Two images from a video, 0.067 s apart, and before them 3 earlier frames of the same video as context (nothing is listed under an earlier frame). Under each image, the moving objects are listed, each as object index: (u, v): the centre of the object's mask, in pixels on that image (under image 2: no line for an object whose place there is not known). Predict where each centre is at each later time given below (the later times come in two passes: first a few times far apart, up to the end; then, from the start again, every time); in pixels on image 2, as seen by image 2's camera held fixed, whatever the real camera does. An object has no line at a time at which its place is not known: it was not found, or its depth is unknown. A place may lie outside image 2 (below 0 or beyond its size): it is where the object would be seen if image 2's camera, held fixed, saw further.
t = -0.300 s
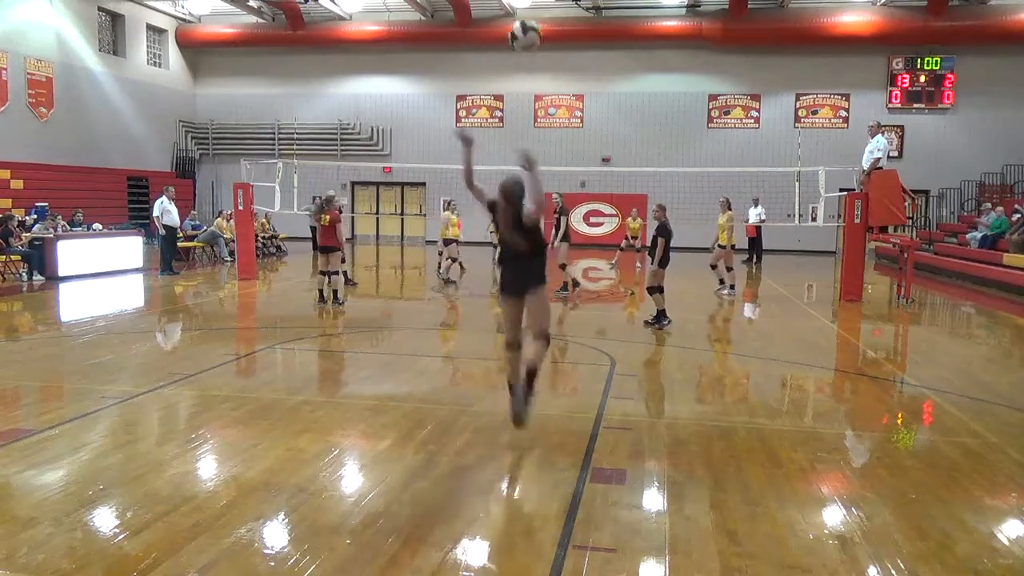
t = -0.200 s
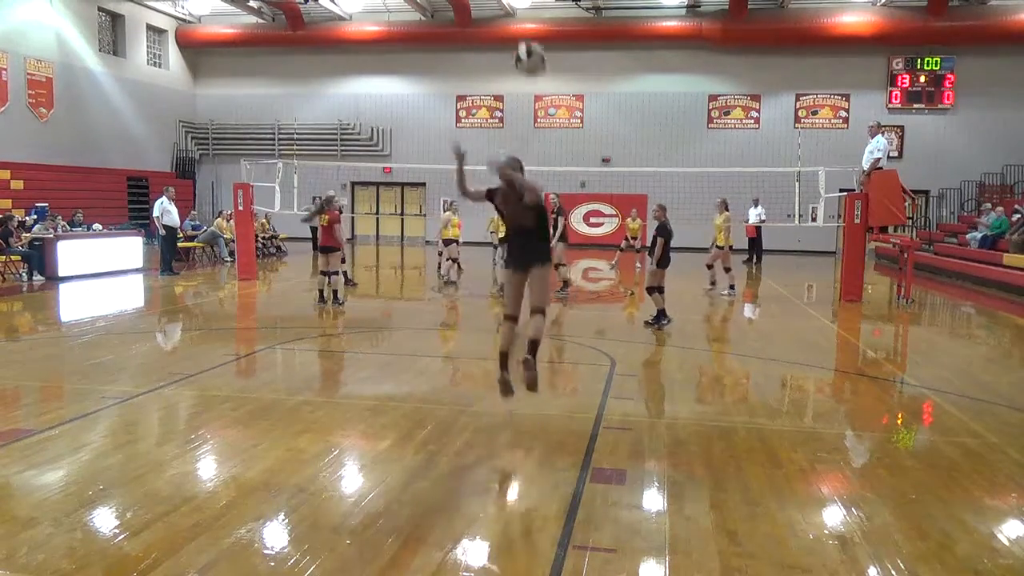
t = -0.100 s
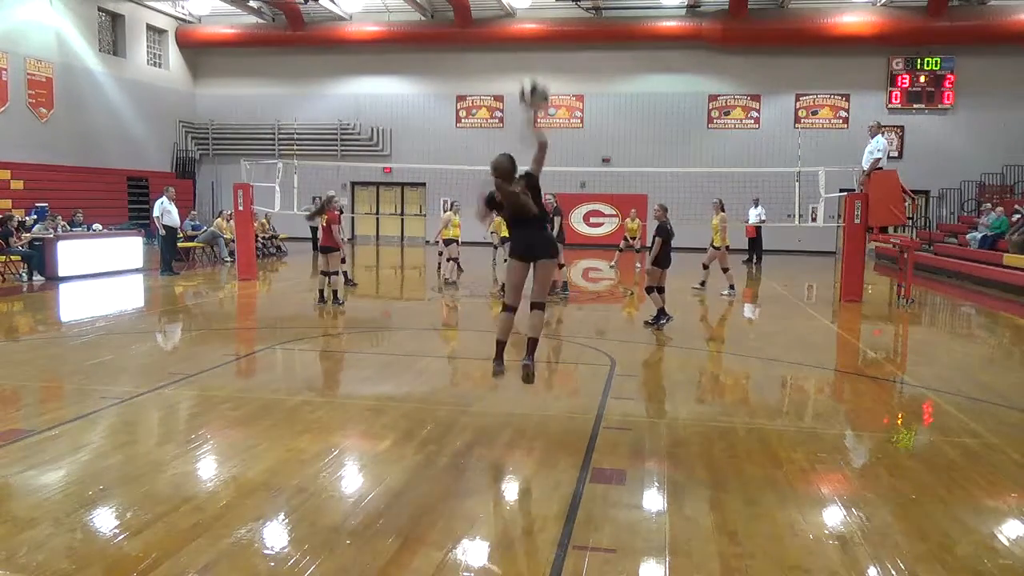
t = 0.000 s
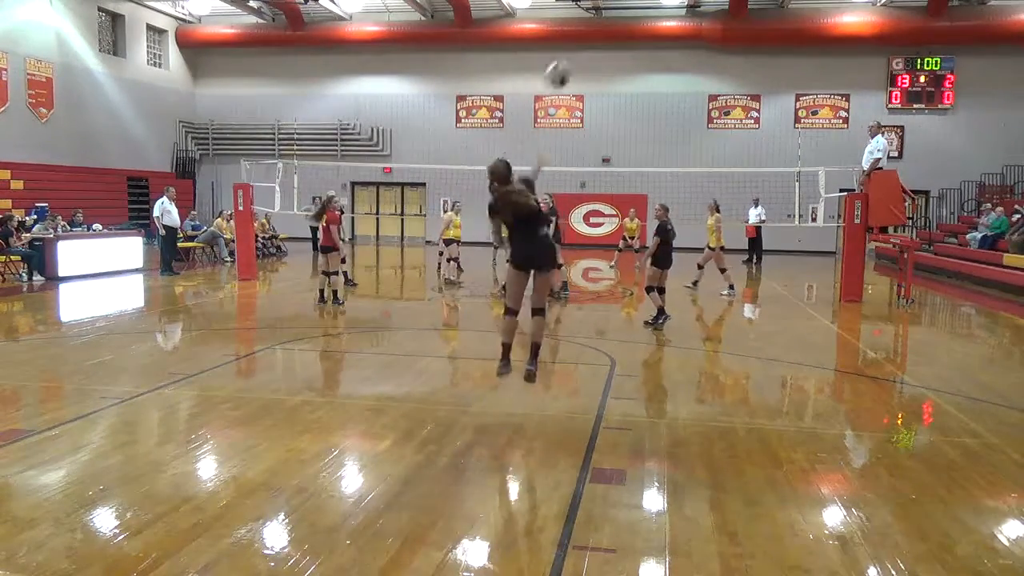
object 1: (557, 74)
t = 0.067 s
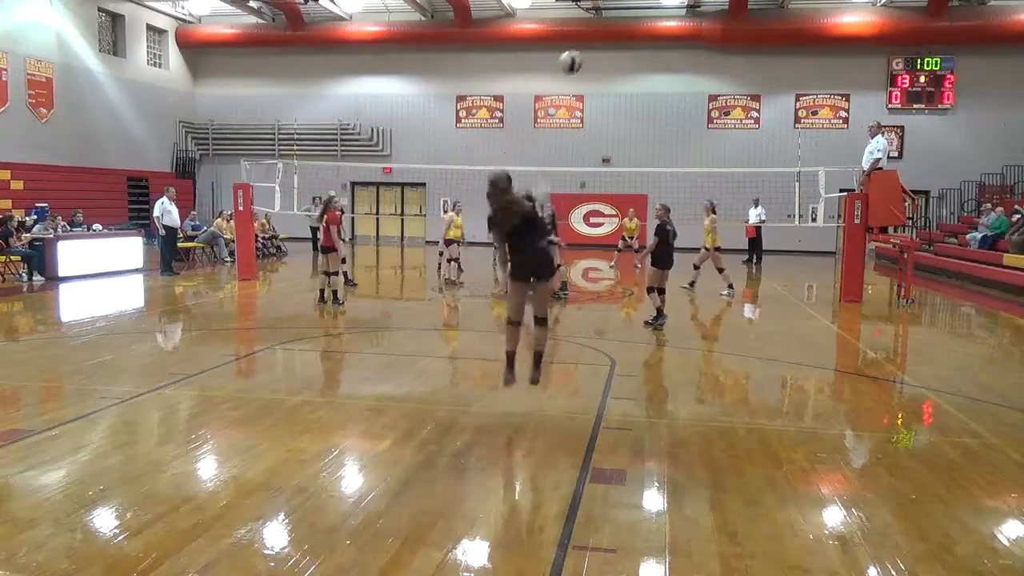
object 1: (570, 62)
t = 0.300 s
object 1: (593, 60)
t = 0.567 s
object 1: (598, 95)
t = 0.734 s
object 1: (598, 127)
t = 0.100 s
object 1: (576, 57)
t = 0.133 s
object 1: (580, 55)
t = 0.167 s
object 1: (584, 54)
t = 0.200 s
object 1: (587, 53)
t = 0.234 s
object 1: (590, 55)
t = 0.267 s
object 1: (592, 57)
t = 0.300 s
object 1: (593, 60)
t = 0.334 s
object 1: (595, 64)
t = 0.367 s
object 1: (596, 66)
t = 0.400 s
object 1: (596, 70)
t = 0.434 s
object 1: (597, 75)
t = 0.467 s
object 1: (597, 78)
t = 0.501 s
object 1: (598, 83)
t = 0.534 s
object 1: (598, 89)
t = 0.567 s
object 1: (598, 95)
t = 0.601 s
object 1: (598, 101)
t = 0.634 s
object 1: (598, 109)
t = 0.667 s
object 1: (598, 114)
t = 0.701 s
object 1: (599, 121)
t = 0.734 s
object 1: (598, 127)
